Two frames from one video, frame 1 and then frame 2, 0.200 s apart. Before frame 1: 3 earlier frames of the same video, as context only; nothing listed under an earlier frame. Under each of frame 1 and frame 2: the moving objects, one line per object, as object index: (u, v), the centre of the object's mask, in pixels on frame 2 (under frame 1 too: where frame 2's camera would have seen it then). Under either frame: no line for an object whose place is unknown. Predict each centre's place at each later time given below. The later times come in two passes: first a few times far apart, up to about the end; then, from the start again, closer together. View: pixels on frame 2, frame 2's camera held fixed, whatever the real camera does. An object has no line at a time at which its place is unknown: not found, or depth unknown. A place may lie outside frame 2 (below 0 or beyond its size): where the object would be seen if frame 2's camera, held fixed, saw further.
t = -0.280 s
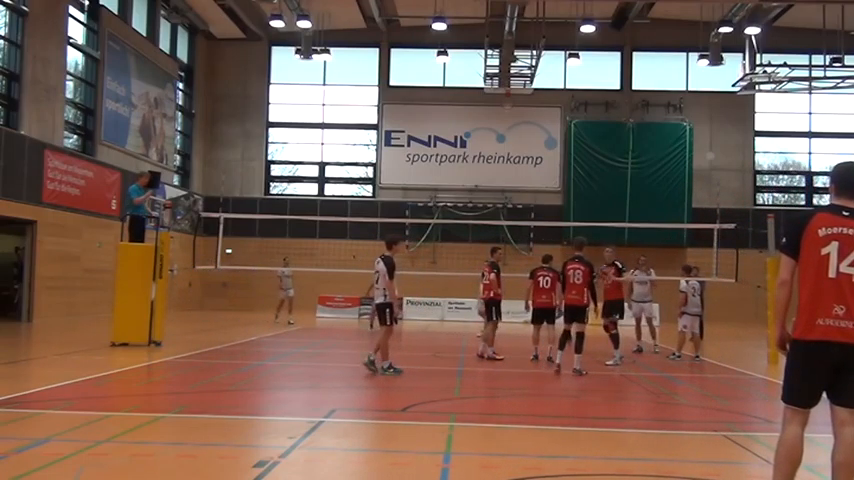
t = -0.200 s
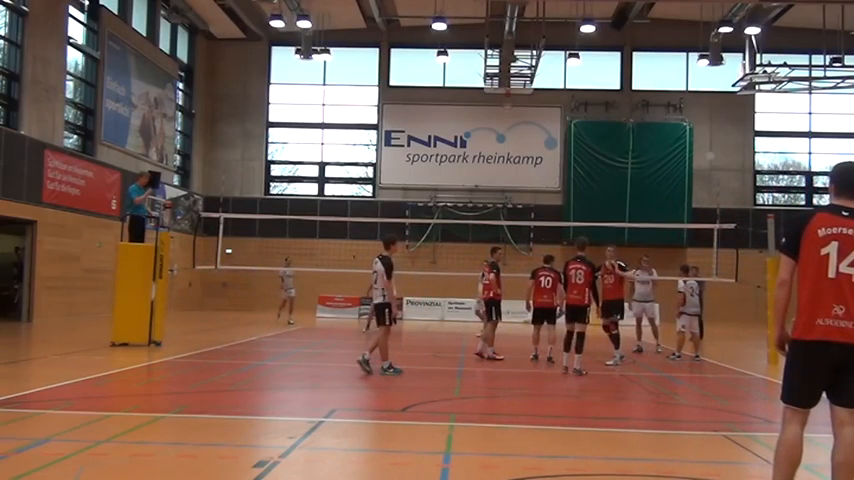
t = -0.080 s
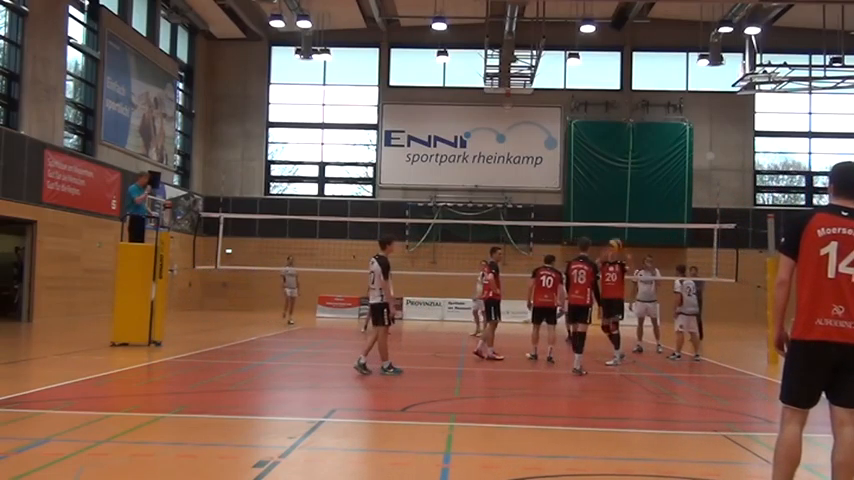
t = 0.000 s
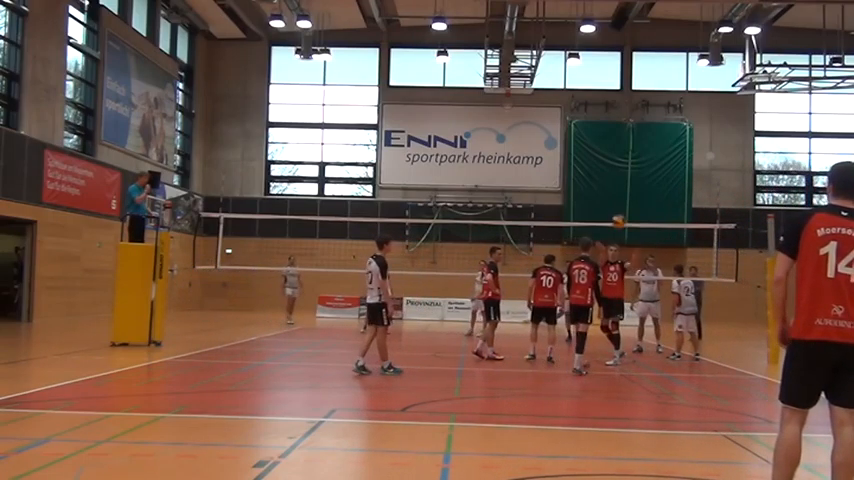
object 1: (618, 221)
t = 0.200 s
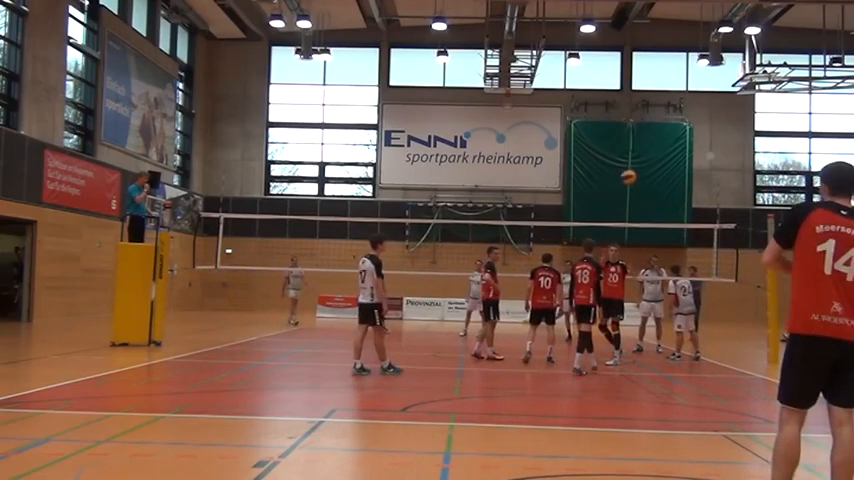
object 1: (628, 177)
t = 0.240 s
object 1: (630, 170)
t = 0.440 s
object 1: (639, 151)
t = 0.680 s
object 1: (648, 168)
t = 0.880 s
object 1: (655, 234)
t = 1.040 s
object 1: (662, 333)
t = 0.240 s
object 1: (630, 170)
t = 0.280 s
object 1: (632, 164)
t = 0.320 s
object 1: (634, 159)
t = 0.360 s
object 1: (636, 155)
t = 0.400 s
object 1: (638, 152)
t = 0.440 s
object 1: (639, 151)
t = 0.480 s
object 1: (640, 150)
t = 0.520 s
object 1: (642, 151)
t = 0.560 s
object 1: (643, 152)
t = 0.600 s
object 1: (645, 156)
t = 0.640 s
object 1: (646, 161)
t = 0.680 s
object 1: (648, 168)
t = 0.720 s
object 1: (649, 177)
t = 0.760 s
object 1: (650, 188)
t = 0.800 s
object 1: (652, 201)
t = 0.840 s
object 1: (654, 216)
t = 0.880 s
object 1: (655, 234)
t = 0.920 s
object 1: (656, 253)
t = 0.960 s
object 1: (658, 277)
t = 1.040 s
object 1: (662, 333)
